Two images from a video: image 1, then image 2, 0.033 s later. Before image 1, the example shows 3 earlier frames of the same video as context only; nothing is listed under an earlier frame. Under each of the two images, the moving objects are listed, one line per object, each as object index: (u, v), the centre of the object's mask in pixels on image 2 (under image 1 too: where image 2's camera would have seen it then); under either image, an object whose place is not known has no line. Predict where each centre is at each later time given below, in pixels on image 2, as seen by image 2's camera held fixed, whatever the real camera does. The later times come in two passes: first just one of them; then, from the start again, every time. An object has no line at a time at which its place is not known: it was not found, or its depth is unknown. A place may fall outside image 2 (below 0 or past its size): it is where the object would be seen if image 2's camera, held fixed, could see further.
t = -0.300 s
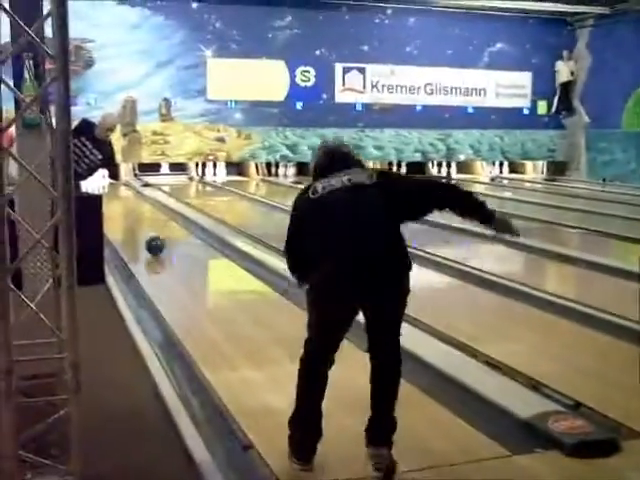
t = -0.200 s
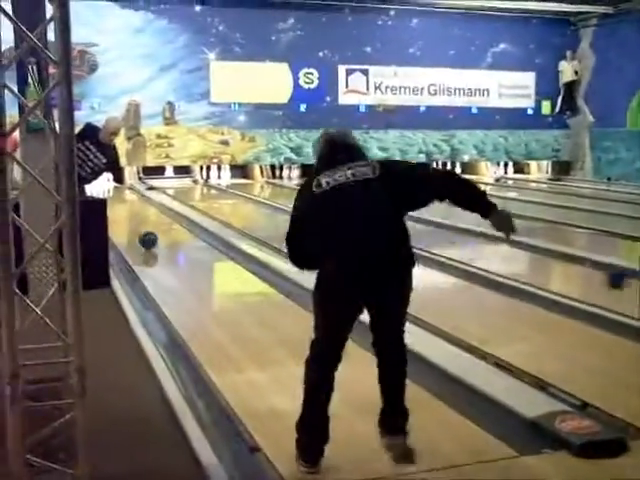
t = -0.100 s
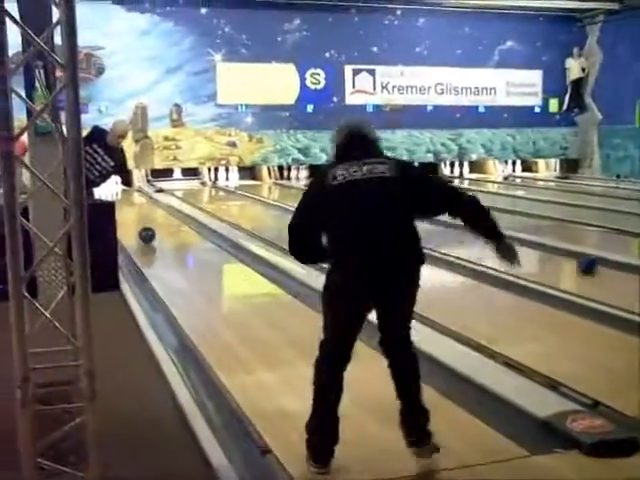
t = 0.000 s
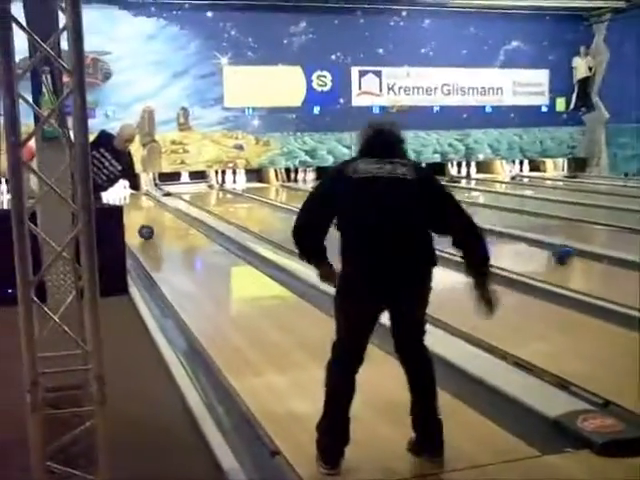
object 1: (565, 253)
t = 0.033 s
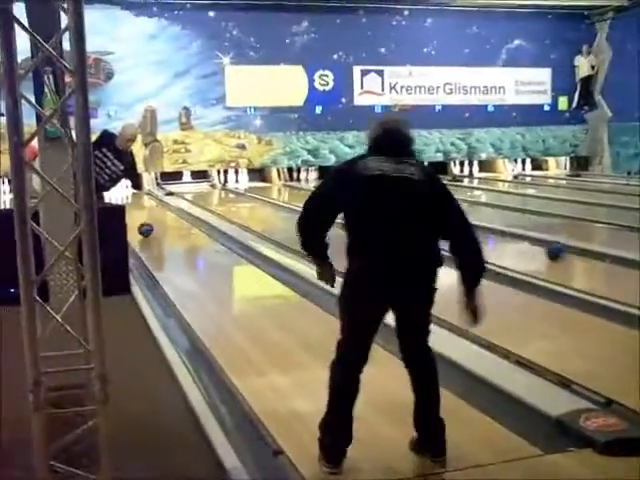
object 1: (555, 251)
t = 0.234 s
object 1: (499, 240)
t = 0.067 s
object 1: (544, 248)
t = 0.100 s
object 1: (534, 246)
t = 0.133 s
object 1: (525, 244)
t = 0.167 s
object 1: (516, 243)
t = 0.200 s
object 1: (508, 241)
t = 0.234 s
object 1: (499, 240)
